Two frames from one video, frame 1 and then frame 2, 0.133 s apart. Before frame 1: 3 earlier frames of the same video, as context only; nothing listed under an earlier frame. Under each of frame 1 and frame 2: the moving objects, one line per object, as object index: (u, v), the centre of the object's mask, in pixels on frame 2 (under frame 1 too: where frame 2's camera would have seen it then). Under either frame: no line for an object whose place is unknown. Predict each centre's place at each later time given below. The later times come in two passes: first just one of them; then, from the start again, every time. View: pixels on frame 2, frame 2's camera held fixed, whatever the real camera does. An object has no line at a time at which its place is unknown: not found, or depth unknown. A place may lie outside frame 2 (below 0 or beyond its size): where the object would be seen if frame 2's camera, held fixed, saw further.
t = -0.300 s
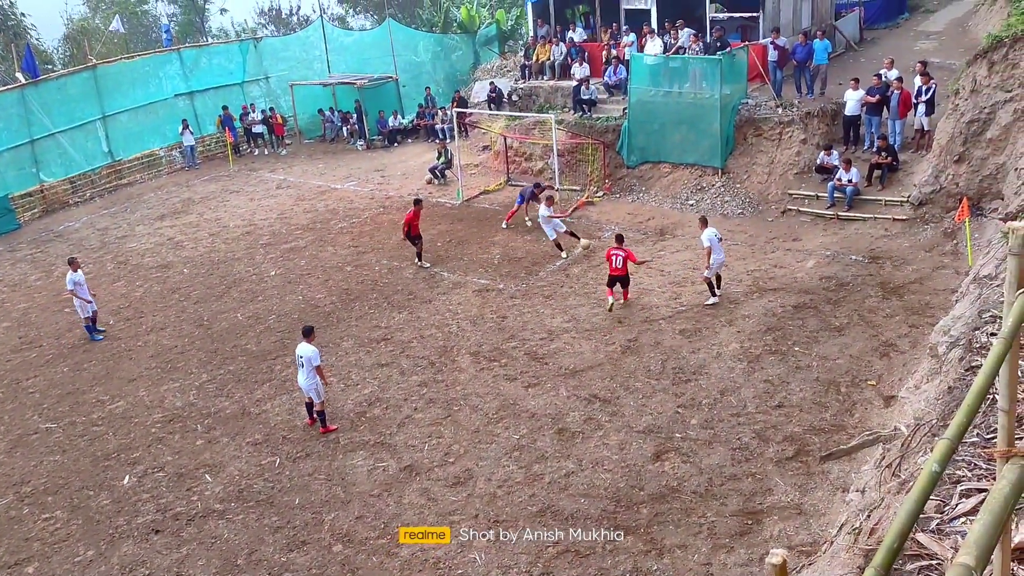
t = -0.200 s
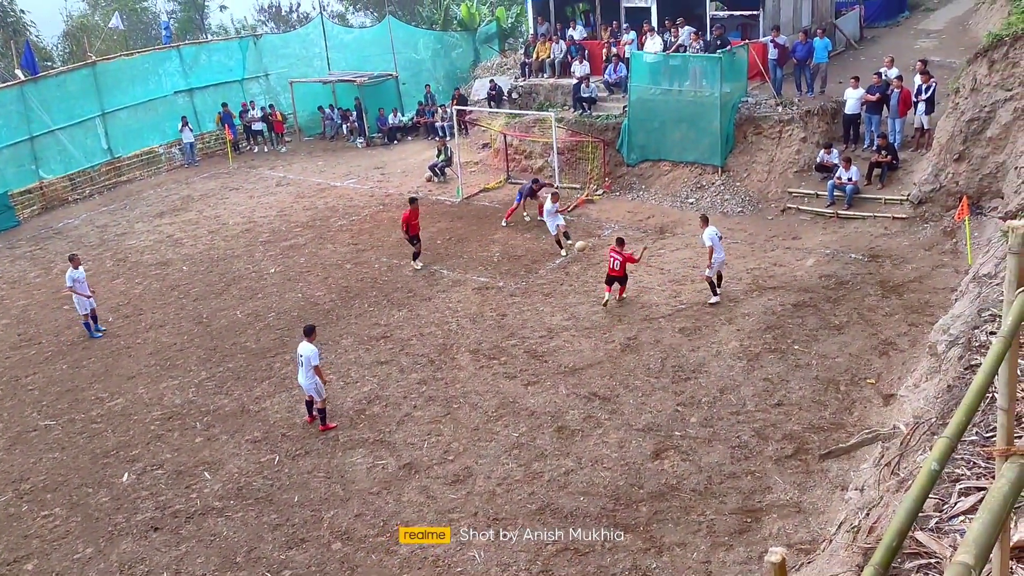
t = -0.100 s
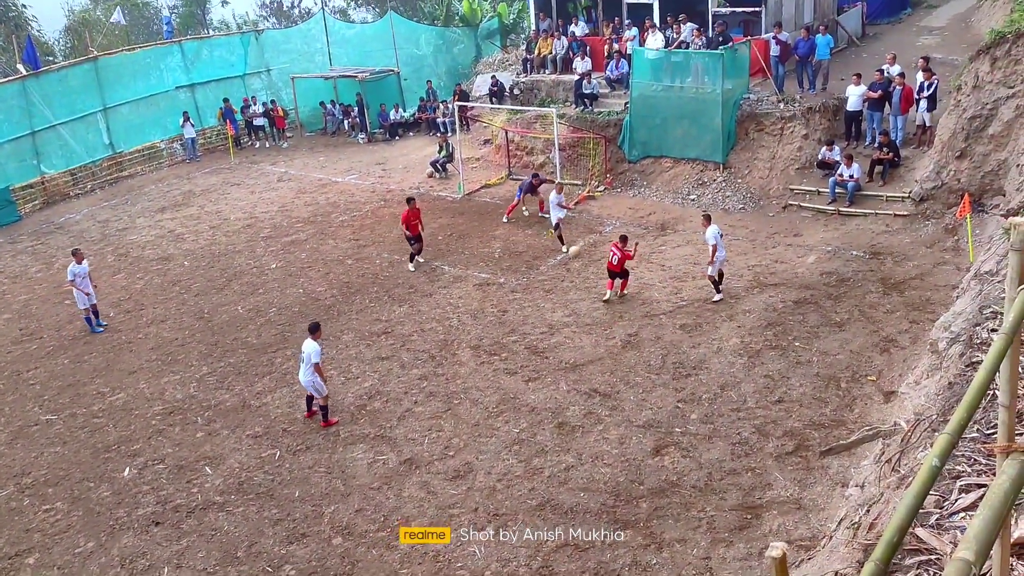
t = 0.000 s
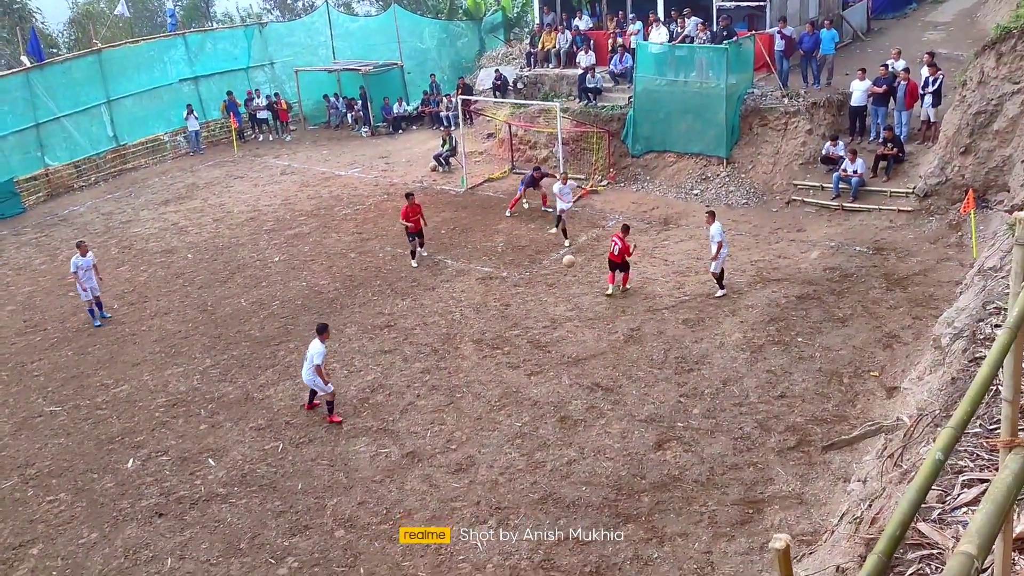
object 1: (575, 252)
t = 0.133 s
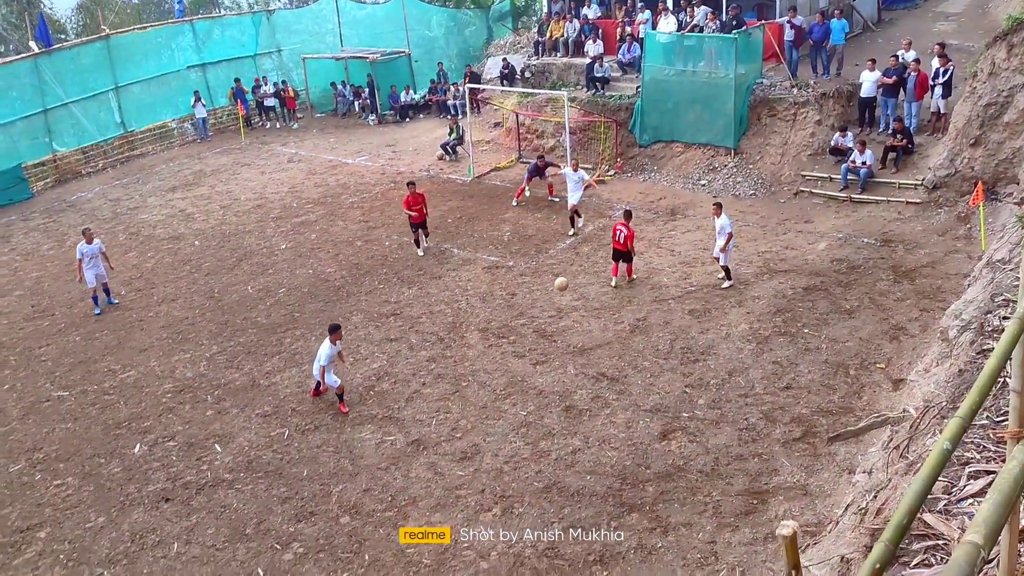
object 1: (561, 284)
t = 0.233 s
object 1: (549, 320)
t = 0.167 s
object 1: (557, 295)
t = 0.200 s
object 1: (553, 307)
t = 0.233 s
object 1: (549, 320)
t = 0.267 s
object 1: (545, 336)
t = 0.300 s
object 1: (539, 352)
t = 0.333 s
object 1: (534, 370)
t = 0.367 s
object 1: (529, 390)
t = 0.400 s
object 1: (524, 413)
